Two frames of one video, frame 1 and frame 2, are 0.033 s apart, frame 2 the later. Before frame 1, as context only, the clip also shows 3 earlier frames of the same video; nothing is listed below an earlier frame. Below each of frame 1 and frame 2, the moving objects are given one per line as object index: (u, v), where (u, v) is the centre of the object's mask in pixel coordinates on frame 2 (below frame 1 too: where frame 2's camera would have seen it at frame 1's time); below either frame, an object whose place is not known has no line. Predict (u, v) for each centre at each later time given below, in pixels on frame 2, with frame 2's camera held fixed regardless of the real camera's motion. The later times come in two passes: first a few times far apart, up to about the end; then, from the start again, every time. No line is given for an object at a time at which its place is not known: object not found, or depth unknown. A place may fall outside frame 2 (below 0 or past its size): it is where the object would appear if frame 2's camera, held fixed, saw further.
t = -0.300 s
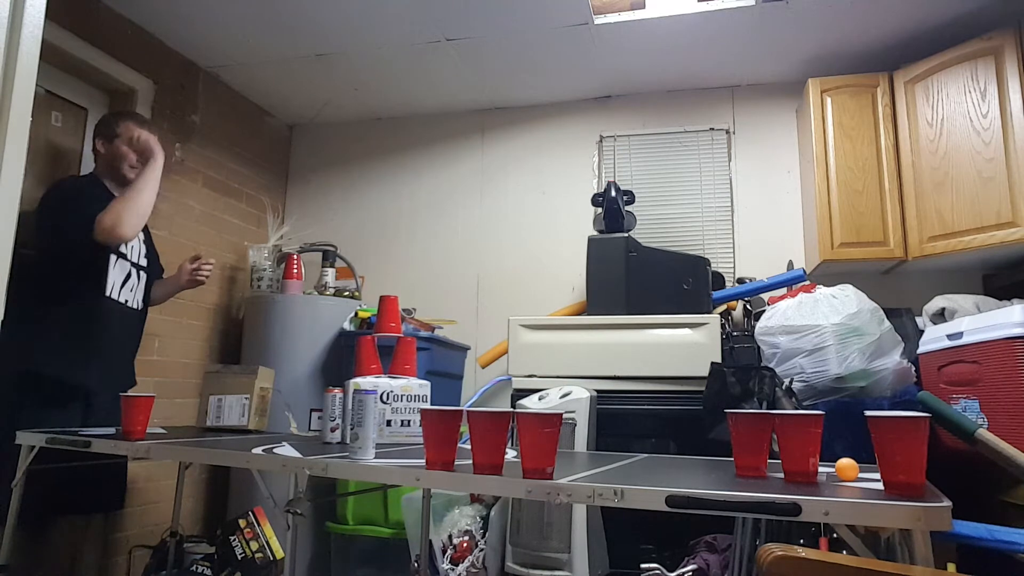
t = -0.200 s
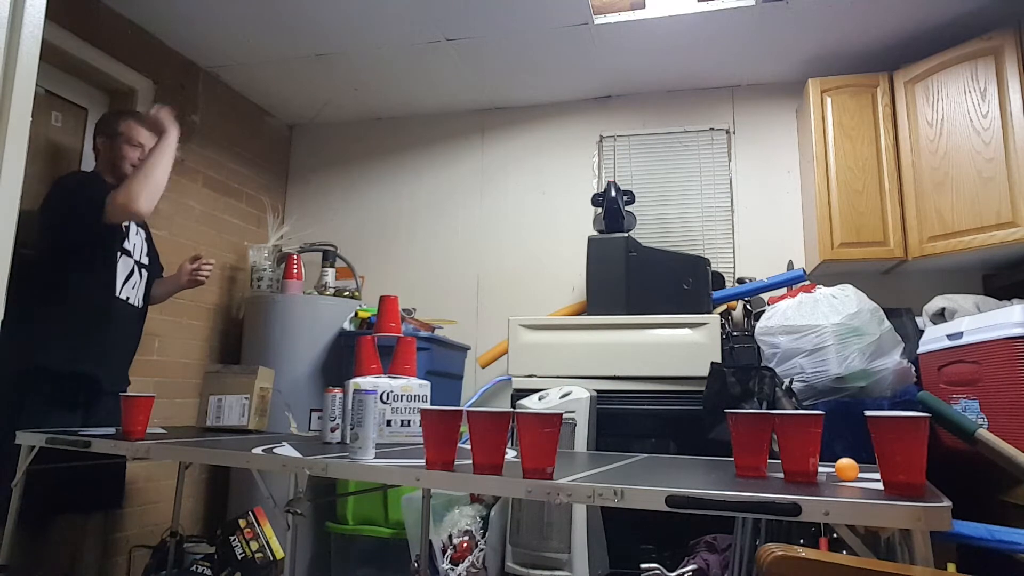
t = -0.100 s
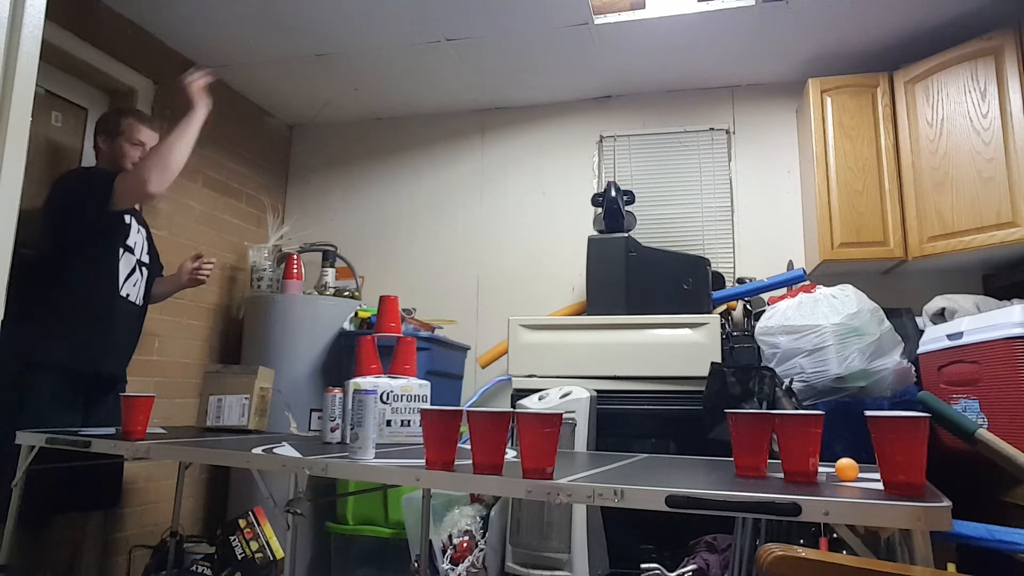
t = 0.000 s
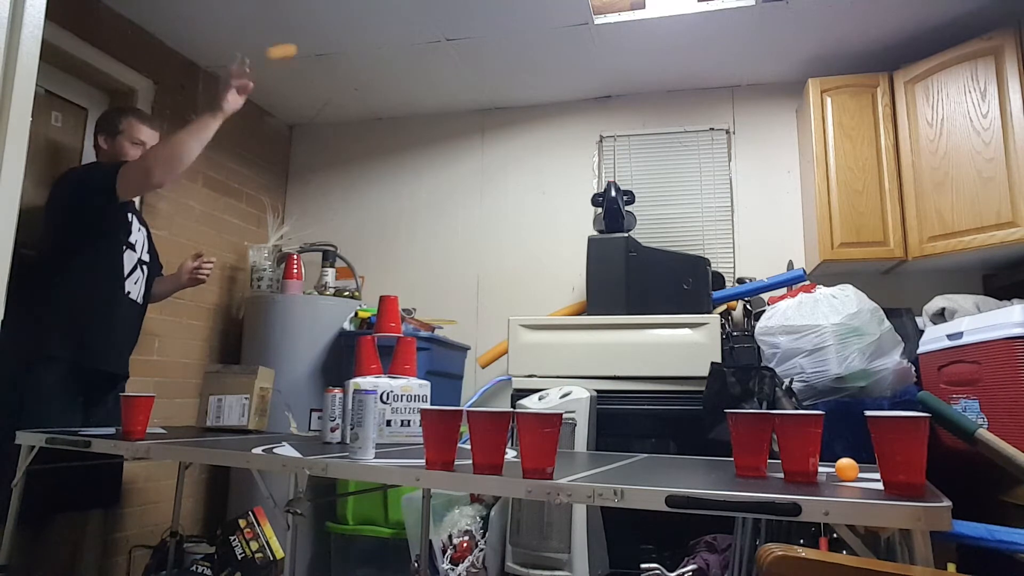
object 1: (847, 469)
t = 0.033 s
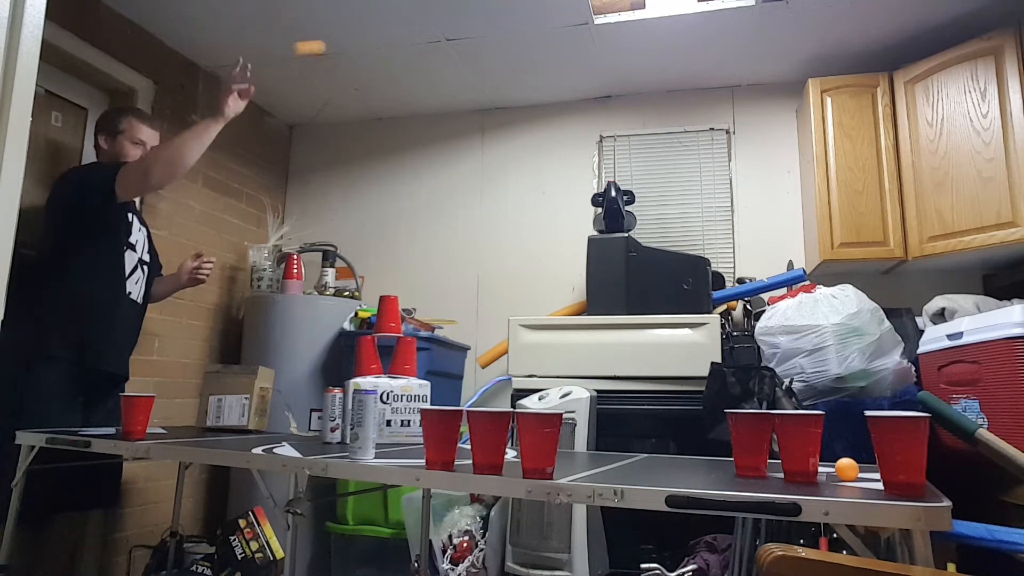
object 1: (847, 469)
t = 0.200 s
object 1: (847, 469)
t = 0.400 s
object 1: (847, 469)
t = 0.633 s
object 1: (829, 467)
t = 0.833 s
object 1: (830, 468)
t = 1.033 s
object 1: (830, 466)
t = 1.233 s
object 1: (828, 465)
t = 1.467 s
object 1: (827, 465)
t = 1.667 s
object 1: (827, 465)
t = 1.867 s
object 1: (827, 465)
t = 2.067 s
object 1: (827, 465)
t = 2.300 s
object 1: (827, 465)
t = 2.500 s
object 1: (827, 465)
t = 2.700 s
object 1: (827, 465)
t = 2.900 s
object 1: (827, 465)
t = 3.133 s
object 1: (827, 465)
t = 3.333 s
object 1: (827, 465)
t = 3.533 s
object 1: (827, 465)
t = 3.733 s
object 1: (827, 465)
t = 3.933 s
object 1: (827, 465)
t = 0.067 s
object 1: (847, 469)
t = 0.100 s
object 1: (847, 469)
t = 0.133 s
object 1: (847, 469)
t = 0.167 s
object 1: (847, 469)
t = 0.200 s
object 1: (847, 469)
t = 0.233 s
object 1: (847, 469)
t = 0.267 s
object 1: (847, 469)
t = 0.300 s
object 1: (847, 469)
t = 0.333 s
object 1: (847, 469)
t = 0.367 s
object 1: (847, 469)
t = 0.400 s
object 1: (847, 469)
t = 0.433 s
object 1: (847, 469)
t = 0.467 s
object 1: (847, 469)
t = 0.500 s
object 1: (845, 468)
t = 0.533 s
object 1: (836, 463)
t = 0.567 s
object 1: (829, 466)
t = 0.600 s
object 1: (829, 466)
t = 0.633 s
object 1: (829, 467)
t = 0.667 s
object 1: (829, 467)
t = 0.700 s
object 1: (834, 471)
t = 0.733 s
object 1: (833, 466)
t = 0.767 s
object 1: (830, 467)
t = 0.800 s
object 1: (830, 468)
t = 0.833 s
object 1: (830, 468)
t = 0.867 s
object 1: (830, 467)
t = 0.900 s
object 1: (830, 467)
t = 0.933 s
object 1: (830, 467)
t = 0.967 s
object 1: (830, 466)
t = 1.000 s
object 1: (830, 467)
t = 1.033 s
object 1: (830, 466)
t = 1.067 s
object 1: (830, 466)
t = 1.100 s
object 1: (829, 466)
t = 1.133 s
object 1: (829, 466)
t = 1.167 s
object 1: (829, 465)
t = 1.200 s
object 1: (828, 465)
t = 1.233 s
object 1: (828, 465)
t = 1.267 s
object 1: (827, 465)
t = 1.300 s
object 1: (827, 465)
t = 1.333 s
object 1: (827, 465)
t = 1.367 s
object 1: (827, 465)
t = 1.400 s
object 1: (827, 465)
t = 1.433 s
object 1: (827, 465)
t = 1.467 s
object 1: (827, 465)
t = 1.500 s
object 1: (827, 465)
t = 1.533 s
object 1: (827, 465)
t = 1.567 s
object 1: (827, 465)
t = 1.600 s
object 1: (827, 465)
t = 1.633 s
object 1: (827, 465)
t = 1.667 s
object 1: (827, 465)
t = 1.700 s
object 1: (827, 465)
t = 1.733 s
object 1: (827, 465)
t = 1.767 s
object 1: (827, 465)
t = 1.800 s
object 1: (827, 465)
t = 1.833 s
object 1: (827, 465)
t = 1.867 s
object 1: (827, 465)
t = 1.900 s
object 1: (827, 465)
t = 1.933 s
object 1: (827, 465)
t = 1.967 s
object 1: (827, 465)
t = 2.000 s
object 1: (827, 465)
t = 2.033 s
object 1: (827, 465)
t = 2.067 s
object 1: (827, 465)
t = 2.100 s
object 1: (827, 465)
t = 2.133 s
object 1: (827, 465)
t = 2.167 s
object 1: (827, 465)
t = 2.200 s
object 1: (827, 465)
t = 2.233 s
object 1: (827, 465)
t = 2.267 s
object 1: (827, 465)
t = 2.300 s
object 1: (827, 465)
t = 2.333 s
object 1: (827, 465)
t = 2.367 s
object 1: (827, 465)
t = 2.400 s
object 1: (827, 465)
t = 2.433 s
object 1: (827, 465)
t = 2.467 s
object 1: (827, 465)
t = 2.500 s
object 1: (827, 465)
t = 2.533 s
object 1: (827, 465)
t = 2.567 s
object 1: (827, 465)
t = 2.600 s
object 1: (827, 465)
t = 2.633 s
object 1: (827, 465)
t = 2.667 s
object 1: (827, 465)
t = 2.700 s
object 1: (827, 465)
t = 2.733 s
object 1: (827, 465)
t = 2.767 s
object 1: (827, 465)
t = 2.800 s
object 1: (827, 465)
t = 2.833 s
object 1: (827, 465)
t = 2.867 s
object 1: (827, 465)
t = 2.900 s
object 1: (827, 465)
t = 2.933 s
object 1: (827, 465)
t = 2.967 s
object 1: (827, 465)
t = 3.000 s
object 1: (827, 465)
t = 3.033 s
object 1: (827, 465)
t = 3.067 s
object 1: (827, 465)
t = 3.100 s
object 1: (827, 465)
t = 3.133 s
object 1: (827, 465)
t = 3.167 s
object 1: (827, 465)
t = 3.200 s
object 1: (827, 465)
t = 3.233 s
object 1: (827, 465)
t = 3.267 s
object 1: (827, 465)
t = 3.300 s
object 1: (827, 465)
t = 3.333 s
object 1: (827, 465)
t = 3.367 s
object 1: (827, 465)
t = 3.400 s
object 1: (827, 465)
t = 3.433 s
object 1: (827, 465)
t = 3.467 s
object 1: (827, 465)
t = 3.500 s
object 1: (827, 465)
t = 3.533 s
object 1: (827, 465)
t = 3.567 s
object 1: (827, 465)
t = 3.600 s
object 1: (827, 465)
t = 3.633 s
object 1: (827, 465)
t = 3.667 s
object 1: (827, 465)
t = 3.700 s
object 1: (827, 465)
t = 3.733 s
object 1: (827, 465)
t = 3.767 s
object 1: (827, 465)
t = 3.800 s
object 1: (827, 465)
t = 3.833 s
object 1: (827, 465)
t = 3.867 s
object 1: (827, 465)
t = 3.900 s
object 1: (827, 465)
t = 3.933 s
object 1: (827, 465)
